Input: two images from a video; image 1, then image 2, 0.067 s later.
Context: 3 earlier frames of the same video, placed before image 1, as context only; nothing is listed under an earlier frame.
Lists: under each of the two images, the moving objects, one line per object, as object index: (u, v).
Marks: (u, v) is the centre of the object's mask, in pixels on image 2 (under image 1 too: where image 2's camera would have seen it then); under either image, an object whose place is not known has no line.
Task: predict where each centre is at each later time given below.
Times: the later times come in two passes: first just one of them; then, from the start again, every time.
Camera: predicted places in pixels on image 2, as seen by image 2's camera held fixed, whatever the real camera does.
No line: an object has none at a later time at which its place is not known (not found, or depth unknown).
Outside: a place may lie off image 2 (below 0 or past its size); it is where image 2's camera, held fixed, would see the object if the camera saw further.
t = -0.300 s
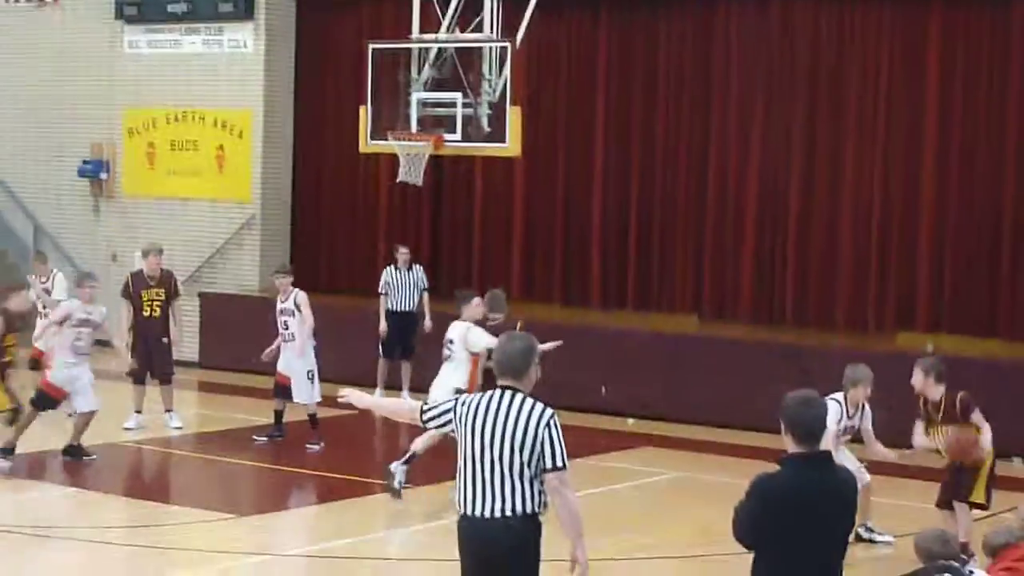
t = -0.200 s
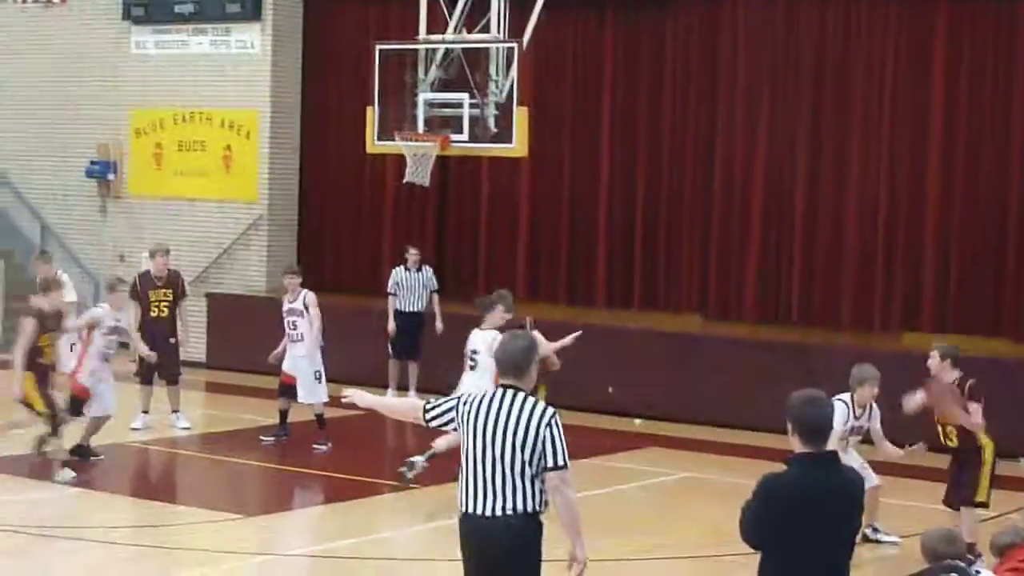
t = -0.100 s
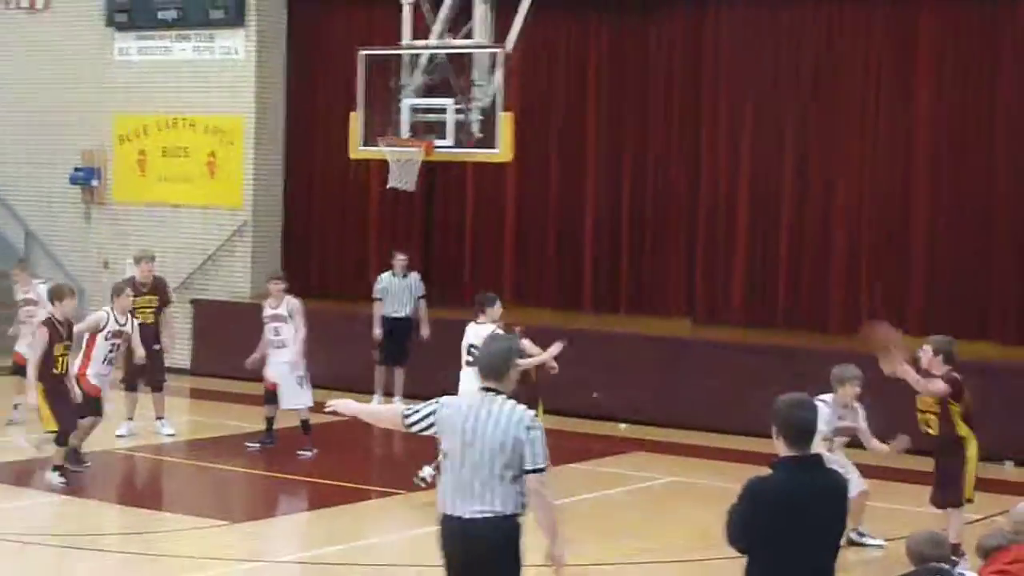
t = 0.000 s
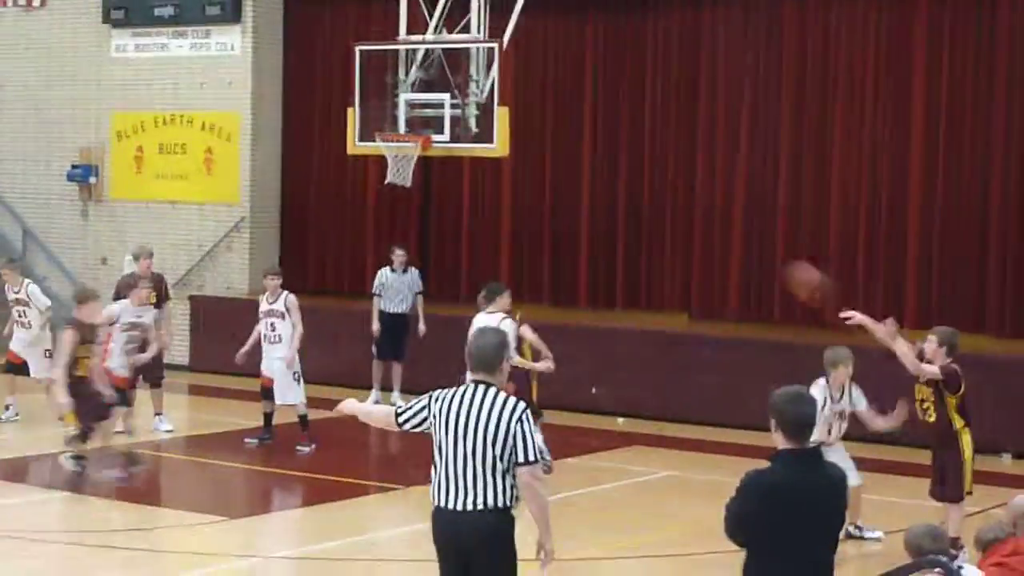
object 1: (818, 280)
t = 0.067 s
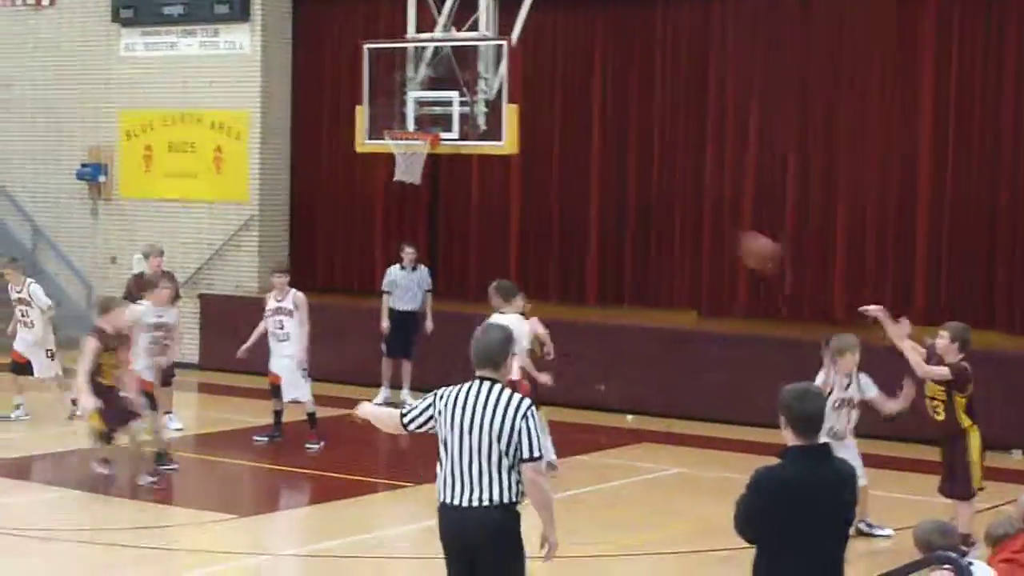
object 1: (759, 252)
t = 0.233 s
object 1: (620, 214)
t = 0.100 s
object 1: (731, 243)
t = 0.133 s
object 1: (703, 232)
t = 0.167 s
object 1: (675, 225)
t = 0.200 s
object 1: (649, 218)
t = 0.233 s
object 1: (620, 214)
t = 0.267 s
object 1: (595, 211)
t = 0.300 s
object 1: (568, 210)
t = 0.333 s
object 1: (541, 210)
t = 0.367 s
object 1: (515, 211)
